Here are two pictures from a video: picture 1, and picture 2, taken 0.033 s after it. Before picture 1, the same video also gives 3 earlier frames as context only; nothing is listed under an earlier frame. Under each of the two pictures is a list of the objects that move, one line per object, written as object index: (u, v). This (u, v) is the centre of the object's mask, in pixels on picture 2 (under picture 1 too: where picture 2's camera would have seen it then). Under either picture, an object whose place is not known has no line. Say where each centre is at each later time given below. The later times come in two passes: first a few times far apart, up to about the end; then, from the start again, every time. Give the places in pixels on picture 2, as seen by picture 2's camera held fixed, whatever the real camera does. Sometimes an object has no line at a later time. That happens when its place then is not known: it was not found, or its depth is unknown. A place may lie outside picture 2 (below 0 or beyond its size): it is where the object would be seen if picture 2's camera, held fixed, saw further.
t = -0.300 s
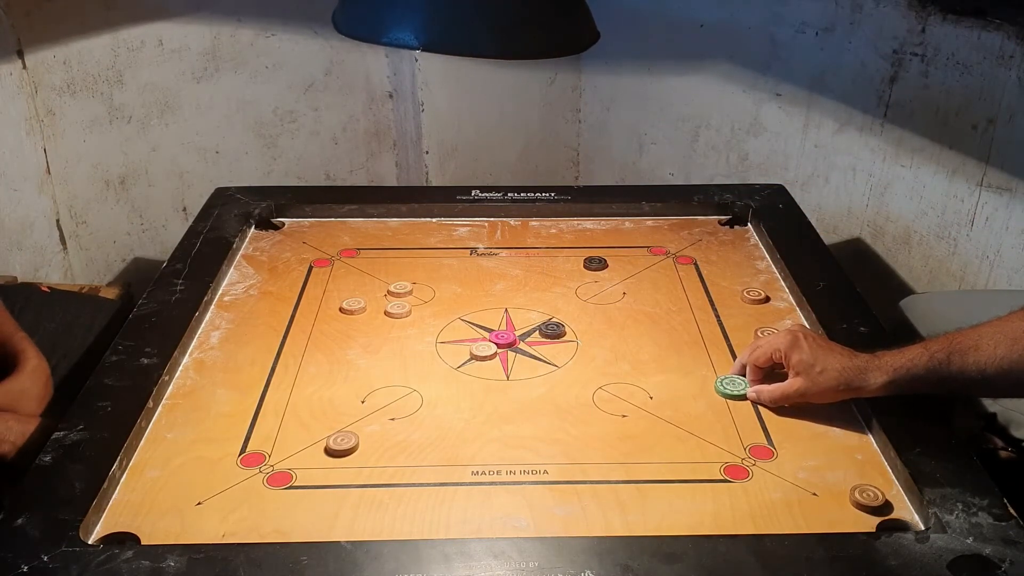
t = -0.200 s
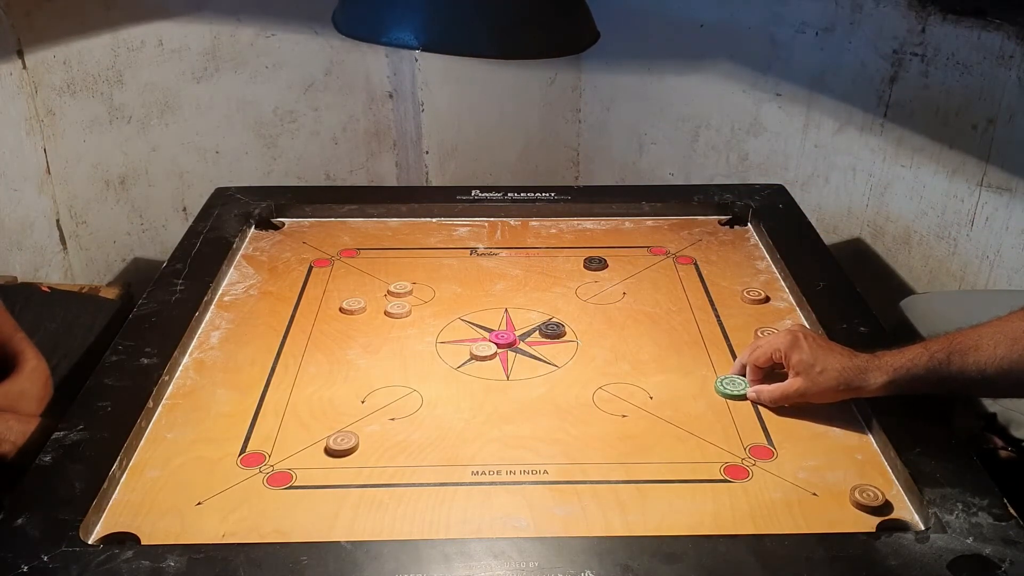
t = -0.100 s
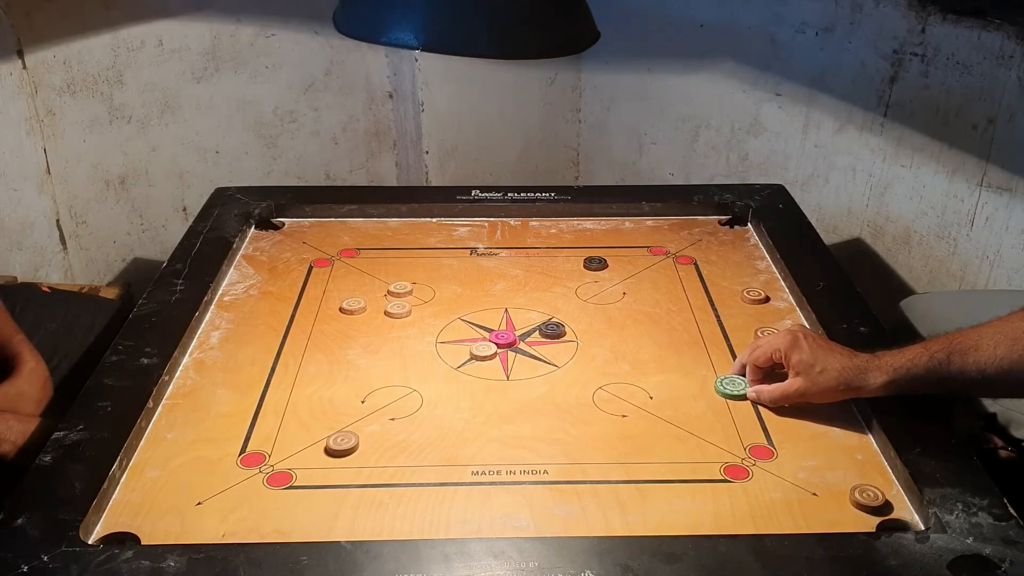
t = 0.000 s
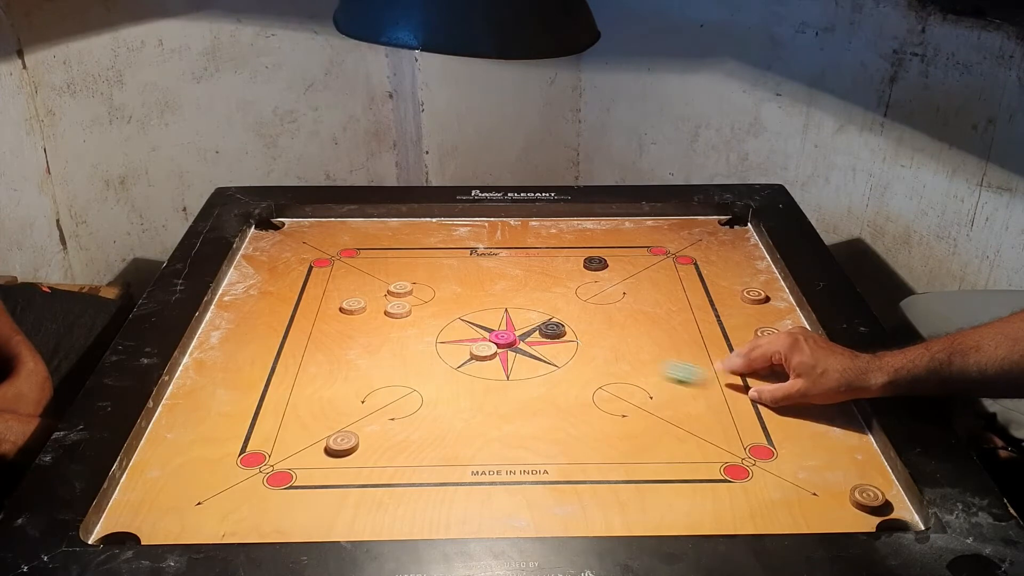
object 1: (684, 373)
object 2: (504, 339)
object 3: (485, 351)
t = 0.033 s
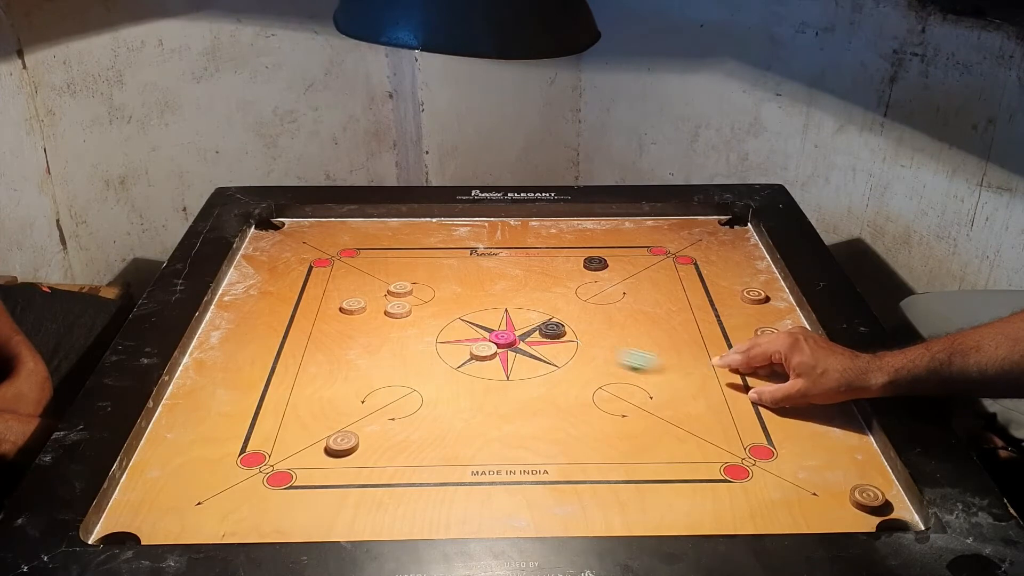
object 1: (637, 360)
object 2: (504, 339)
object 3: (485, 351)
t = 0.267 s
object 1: (502, 328)
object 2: (456, 329)
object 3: (465, 361)
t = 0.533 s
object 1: (473, 320)
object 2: (423, 320)
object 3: (460, 364)
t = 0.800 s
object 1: (473, 319)
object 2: (423, 321)
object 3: (460, 364)
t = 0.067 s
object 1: (596, 349)
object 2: (504, 338)
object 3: (483, 350)
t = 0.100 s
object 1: (563, 341)
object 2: (504, 338)
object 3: (483, 350)
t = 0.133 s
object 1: (541, 338)
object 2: (504, 338)
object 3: (483, 350)
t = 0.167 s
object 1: (527, 335)
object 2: (493, 336)
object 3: (482, 352)
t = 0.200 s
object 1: (518, 333)
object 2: (479, 334)
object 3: (474, 356)
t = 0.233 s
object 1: (509, 330)
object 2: (466, 332)
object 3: (469, 359)
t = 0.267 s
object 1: (502, 328)
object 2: (456, 329)
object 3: (465, 361)
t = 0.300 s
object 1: (495, 326)
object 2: (446, 327)
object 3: (462, 363)
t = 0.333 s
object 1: (490, 325)
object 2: (438, 325)
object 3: (460, 364)
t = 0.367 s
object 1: (485, 323)
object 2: (432, 323)
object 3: (460, 364)
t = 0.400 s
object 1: (481, 322)
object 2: (428, 322)
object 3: (460, 364)
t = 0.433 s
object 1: (477, 321)
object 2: (425, 321)
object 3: (460, 364)
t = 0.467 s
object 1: (475, 320)
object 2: (424, 321)
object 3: (460, 364)
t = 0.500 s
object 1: (474, 320)
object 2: (423, 320)
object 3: (460, 364)
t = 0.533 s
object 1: (473, 320)
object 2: (423, 320)
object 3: (460, 364)
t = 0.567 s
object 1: (473, 320)
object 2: (423, 321)
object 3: (460, 364)
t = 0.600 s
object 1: (473, 320)
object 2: (423, 320)
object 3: (460, 364)
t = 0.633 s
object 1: (473, 320)
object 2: (423, 320)
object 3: (460, 364)
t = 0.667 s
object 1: (473, 320)
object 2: (423, 321)
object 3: (460, 364)
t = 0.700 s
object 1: (473, 320)
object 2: (423, 320)
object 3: (460, 364)
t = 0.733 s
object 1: (473, 319)
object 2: (423, 321)
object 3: (460, 364)
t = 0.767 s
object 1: (473, 320)
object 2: (423, 320)
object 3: (460, 364)
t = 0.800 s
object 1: (473, 319)
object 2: (423, 321)
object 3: (460, 364)
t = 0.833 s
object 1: (473, 319)
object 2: (423, 320)
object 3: (460, 364)
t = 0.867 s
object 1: (473, 319)
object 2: (423, 320)
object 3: (460, 364)
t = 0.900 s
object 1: (473, 319)
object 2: (423, 320)
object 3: (460, 364)
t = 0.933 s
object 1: (473, 320)
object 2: (423, 320)
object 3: (460, 364)
